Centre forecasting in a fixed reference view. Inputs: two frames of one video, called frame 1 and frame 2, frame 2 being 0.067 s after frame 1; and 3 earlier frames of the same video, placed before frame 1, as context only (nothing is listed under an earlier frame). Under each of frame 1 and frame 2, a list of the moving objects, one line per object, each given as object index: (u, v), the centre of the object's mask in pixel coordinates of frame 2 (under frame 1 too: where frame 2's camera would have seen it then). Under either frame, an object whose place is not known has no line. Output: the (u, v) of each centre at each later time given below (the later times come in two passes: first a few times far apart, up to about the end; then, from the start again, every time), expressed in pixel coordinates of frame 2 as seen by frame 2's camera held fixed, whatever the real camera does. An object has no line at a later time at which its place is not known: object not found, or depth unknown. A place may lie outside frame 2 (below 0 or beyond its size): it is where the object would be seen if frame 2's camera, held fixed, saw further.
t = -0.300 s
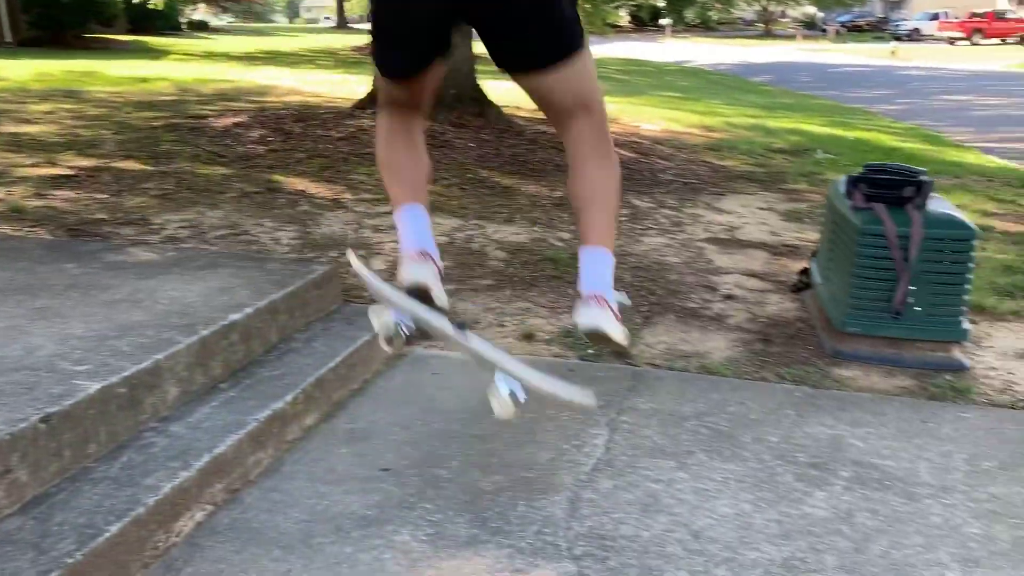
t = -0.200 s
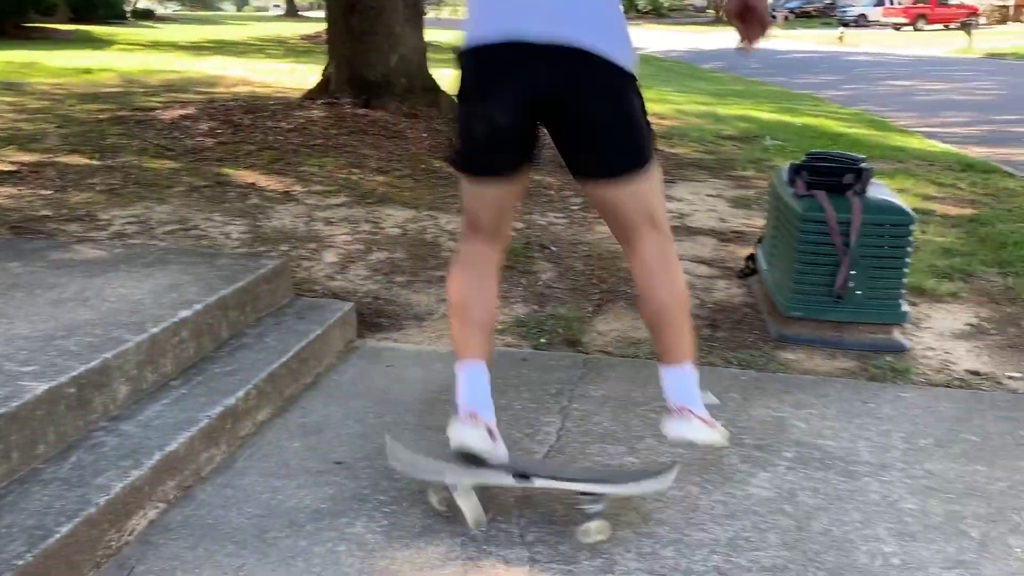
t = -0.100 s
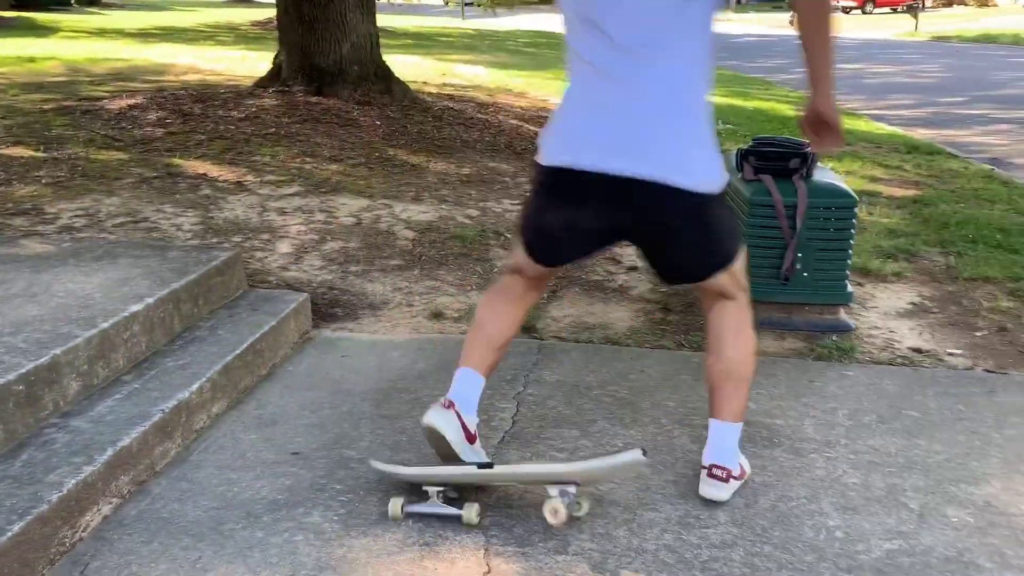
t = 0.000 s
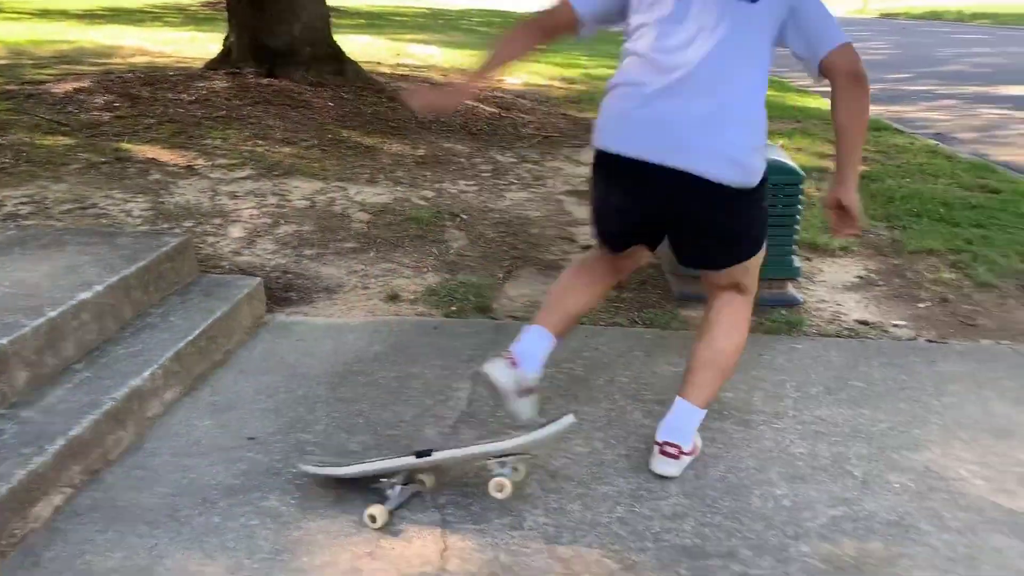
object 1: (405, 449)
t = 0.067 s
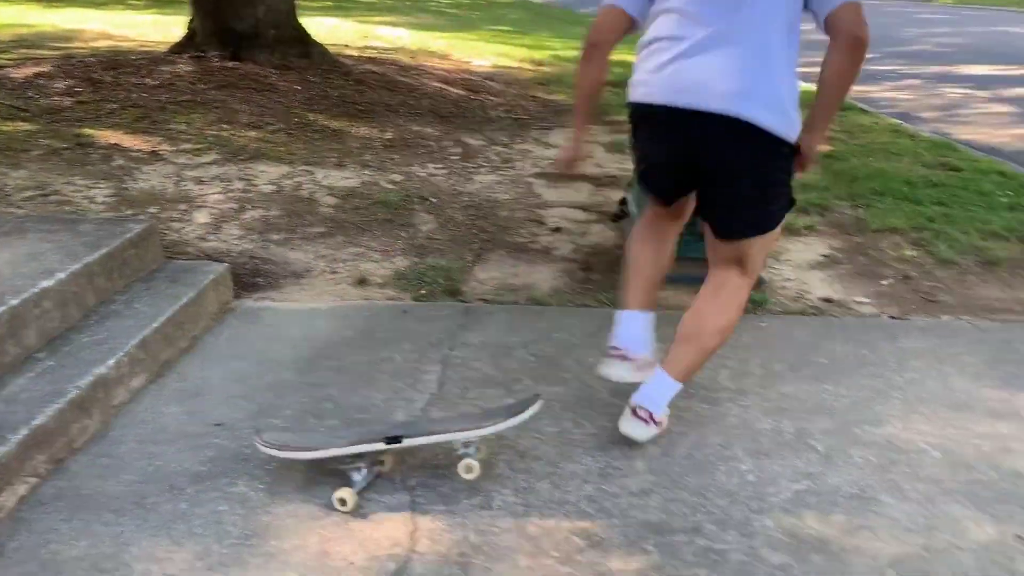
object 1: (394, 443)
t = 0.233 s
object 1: (391, 443)
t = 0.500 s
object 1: (385, 443)
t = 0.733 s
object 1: (394, 443)
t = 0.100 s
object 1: (392, 444)
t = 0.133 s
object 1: (391, 444)
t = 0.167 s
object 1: (393, 444)
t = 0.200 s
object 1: (391, 443)
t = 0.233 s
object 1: (391, 443)
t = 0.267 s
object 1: (389, 443)
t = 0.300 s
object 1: (388, 444)
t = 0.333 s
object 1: (387, 444)
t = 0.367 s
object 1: (386, 444)
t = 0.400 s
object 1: (387, 444)
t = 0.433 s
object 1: (386, 444)
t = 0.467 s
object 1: (386, 444)
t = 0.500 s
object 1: (385, 443)
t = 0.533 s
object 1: (388, 444)
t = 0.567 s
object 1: (390, 444)
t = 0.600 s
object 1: (392, 443)
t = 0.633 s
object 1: (395, 443)
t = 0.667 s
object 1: (395, 443)
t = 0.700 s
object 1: (397, 443)
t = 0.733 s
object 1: (394, 443)
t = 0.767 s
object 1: (391, 442)
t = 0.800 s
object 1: (389, 442)
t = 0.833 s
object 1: (388, 441)
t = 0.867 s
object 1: (389, 441)
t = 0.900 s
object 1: (389, 441)
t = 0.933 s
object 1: (389, 441)
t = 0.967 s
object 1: (390, 442)
